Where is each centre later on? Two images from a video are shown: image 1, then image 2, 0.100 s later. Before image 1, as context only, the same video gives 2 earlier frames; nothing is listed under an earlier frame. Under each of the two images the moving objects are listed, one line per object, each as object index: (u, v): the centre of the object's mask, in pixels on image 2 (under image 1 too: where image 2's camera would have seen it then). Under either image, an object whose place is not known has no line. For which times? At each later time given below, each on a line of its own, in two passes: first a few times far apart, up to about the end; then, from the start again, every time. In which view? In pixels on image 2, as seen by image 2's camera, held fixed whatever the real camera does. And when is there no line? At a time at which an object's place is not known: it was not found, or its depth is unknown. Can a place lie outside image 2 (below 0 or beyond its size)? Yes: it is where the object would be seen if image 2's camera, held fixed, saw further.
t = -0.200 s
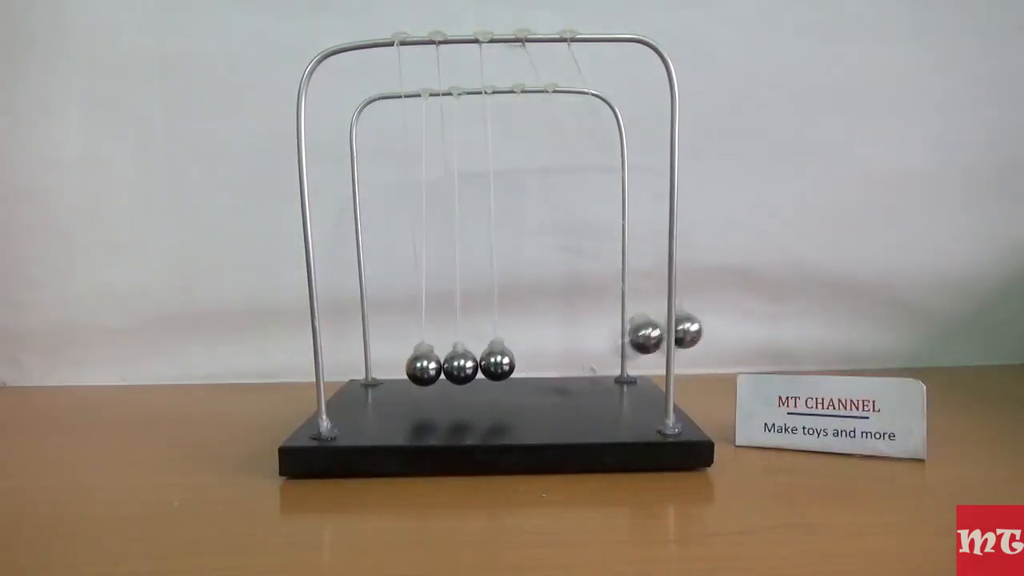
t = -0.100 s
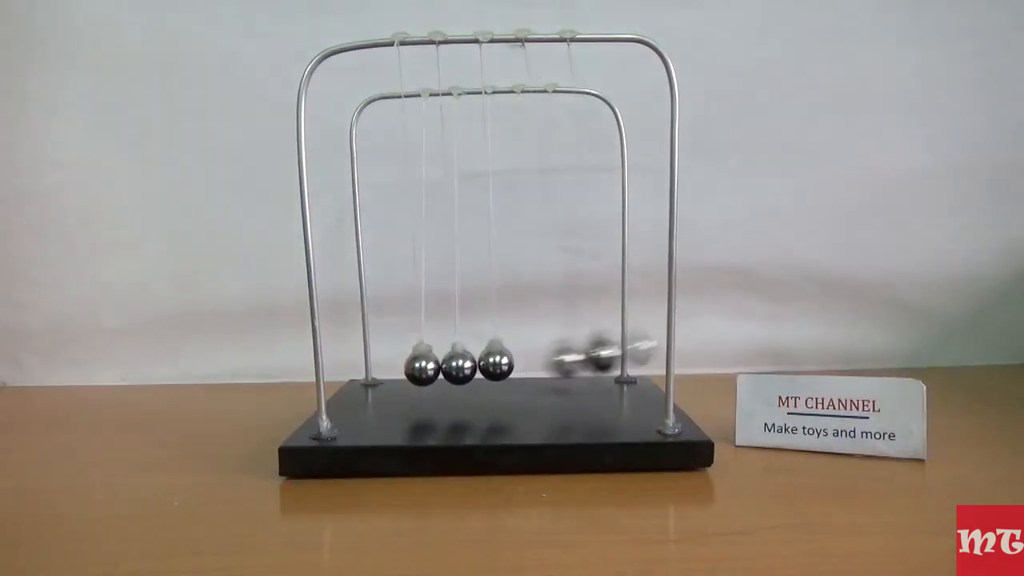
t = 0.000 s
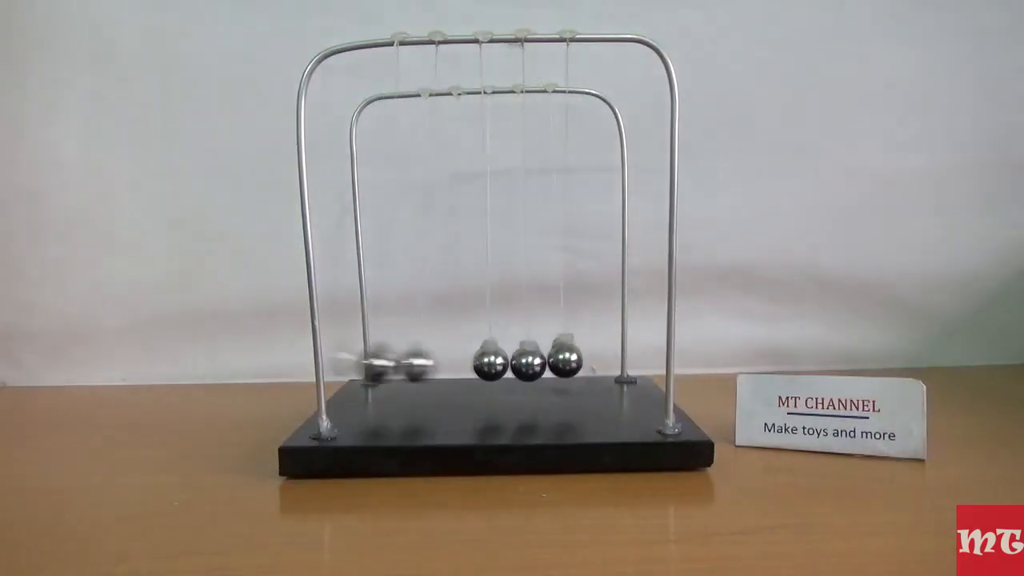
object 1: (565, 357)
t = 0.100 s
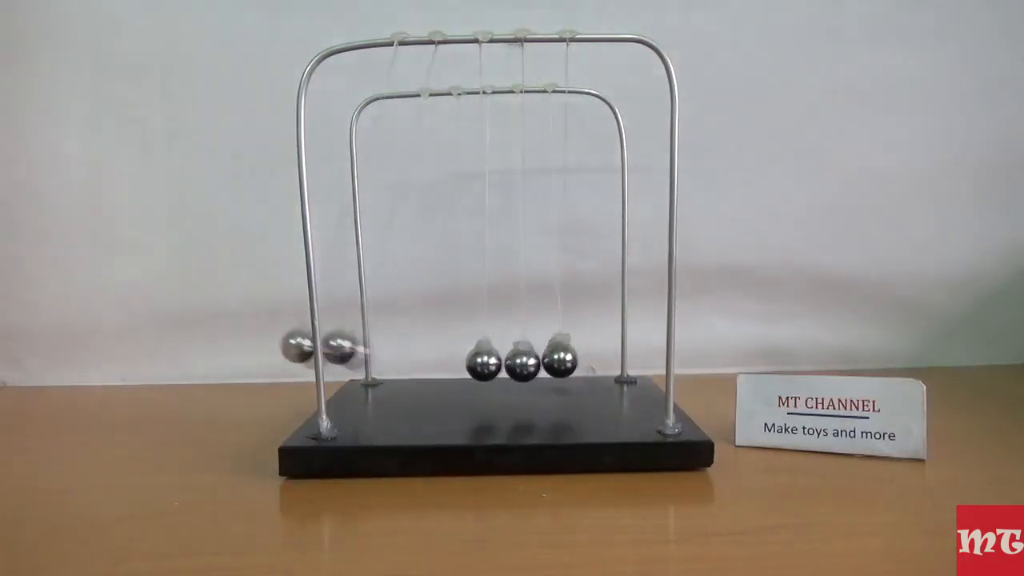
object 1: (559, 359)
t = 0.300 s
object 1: (559, 359)
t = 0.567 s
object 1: (685, 332)
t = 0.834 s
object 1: (562, 359)
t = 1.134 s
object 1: (557, 359)
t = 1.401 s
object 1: (666, 336)
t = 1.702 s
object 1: (553, 359)
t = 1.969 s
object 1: (560, 360)
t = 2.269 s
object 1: (635, 349)
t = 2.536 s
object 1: (547, 359)
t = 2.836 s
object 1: (615, 353)
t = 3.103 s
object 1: (603, 356)
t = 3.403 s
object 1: (538, 359)
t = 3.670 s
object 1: (632, 349)
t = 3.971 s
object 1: (581, 358)
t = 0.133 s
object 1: (558, 358)
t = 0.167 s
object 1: (557, 359)
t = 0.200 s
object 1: (557, 359)
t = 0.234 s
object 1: (557, 359)
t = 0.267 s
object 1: (558, 359)
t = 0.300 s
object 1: (559, 359)
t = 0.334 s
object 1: (560, 359)
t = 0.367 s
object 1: (563, 359)
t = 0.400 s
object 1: (600, 355)
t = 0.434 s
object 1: (635, 349)
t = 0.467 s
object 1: (654, 341)
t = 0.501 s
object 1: (675, 335)
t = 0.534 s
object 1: (685, 333)
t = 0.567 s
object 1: (685, 332)
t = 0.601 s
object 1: (679, 334)
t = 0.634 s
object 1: (660, 340)
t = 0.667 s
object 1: (638, 348)
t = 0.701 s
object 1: (603, 354)
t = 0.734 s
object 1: (571, 360)
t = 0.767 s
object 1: (569, 359)
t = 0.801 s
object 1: (566, 359)
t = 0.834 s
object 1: (562, 359)
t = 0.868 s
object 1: (559, 359)
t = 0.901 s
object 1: (557, 359)
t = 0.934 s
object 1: (555, 359)
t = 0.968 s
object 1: (554, 359)
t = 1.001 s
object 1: (553, 359)
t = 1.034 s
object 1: (553, 359)
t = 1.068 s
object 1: (553, 359)
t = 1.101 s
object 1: (555, 359)
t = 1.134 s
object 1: (557, 359)
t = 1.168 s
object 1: (559, 359)
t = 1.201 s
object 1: (595, 356)
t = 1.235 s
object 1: (627, 351)
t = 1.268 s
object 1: (650, 344)
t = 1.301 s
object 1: (666, 339)
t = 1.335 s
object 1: (674, 335)
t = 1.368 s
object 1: (674, 335)
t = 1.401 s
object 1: (666, 336)
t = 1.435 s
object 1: (654, 341)
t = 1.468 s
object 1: (637, 349)
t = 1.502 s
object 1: (603, 355)
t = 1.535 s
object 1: (574, 359)
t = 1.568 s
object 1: (573, 359)
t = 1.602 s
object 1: (568, 357)
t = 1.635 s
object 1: (563, 359)
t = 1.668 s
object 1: (558, 359)
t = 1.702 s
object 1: (553, 359)
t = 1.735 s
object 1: (550, 358)
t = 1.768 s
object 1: (548, 359)
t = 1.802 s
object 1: (546, 359)
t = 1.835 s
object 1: (546, 359)
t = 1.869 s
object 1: (547, 359)
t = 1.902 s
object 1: (550, 360)
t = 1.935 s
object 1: (554, 360)
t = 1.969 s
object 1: (560, 360)
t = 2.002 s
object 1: (590, 357)
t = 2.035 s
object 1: (619, 353)
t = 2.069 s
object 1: (643, 346)
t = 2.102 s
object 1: (654, 340)
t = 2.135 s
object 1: (663, 337)
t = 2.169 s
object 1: (663, 337)
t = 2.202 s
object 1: (661, 337)
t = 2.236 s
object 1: (652, 342)
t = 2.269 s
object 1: (635, 349)
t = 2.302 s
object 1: (605, 355)
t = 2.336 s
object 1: (576, 359)
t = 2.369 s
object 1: (576, 358)
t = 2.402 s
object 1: (570, 358)
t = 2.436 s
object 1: (563, 358)
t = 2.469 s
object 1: (556, 359)
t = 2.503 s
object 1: (551, 359)
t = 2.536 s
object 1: (547, 359)
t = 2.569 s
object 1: (545, 359)
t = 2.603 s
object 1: (543, 358)
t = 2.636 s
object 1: (542, 358)
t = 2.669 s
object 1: (543, 356)
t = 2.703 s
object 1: (546, 360)
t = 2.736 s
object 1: (550, 359)
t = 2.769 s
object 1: (553, 359)
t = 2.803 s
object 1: (584, 358)
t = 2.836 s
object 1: (615, 353)
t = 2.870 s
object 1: (639, 348)
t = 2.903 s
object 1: (652, 342)
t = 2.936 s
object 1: (655, 339)
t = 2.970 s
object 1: (655, 339)
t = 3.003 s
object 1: (655, 340)
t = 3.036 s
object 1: (649, 344)
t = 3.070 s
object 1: (631, 349)
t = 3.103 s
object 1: (603, 356)
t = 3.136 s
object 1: (576, 359)
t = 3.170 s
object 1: (579, 359)
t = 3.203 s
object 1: (572, 359)
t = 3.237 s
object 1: (564, 359)
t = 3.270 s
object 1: (556, 359)
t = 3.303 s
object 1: (550, 359)
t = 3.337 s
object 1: (545, 360)
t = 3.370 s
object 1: (542, 359)
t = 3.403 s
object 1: (538, 359)
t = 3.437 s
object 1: (537, 359)
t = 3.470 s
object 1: (539, 359)
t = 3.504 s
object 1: (543, 360)
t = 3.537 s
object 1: (550, 359)
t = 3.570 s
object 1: (568, 359)
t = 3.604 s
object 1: (587, 357)
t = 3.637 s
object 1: (610, 355)
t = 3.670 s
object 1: (632, 349)
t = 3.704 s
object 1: (646, 345)
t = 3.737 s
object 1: (651, 342)
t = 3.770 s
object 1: (651, 342)
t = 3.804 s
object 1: (651, 343)
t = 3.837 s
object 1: (644, 346)
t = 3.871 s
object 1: (626, 350)
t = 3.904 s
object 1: (610, 355)
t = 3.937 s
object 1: (589, 358)
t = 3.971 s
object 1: (581, 358)
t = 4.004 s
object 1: (574, 359)
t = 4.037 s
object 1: (565, 359)
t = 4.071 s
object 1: (556, 359)
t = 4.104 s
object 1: (548, 359)
